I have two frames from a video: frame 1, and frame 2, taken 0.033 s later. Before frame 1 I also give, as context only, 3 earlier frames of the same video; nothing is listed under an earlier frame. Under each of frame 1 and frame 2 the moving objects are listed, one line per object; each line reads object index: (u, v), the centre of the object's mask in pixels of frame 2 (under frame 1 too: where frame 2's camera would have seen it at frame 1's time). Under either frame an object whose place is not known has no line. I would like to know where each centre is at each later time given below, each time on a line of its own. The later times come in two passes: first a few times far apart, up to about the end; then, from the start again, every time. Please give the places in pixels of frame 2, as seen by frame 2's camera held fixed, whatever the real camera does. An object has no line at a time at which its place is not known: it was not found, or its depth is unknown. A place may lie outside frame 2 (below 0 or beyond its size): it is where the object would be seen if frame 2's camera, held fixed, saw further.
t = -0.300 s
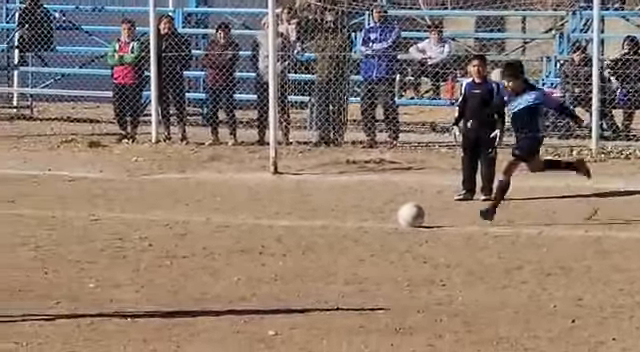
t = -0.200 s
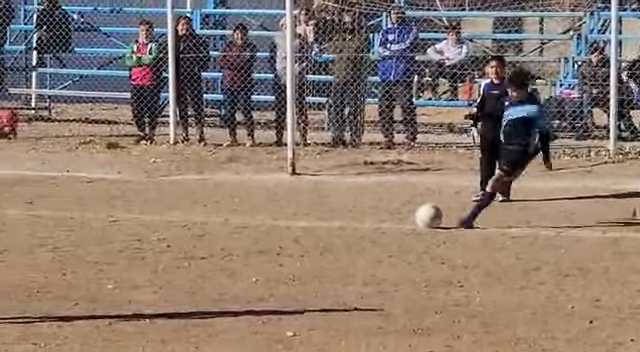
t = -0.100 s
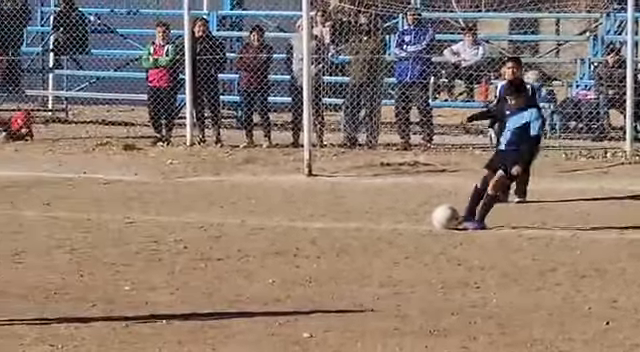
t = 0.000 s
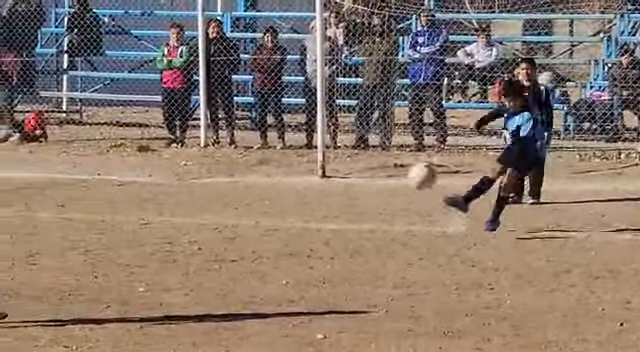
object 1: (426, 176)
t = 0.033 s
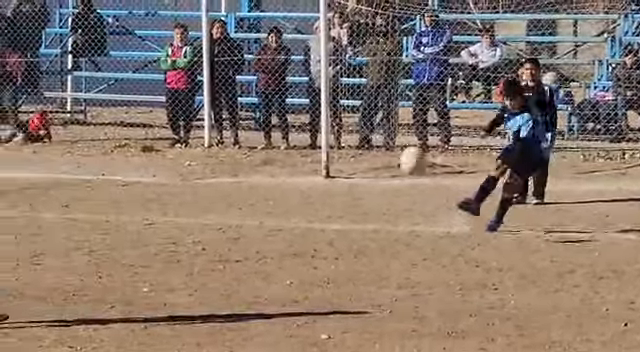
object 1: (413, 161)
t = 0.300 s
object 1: (329, 75)
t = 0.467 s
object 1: (293, 66)
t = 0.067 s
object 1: (401, 145)
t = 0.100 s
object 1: (389, 133)
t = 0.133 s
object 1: (380, 122)
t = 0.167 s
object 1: (365, 110)
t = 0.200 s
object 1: (356, 99)
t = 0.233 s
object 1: (346, 90)
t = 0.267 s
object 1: (338, 81)
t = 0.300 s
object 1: (329, 75)
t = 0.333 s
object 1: (319, 71)
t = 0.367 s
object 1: (313, 65)
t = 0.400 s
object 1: (306, 63)
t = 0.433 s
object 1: (300, 64)
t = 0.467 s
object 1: (293, 66)
